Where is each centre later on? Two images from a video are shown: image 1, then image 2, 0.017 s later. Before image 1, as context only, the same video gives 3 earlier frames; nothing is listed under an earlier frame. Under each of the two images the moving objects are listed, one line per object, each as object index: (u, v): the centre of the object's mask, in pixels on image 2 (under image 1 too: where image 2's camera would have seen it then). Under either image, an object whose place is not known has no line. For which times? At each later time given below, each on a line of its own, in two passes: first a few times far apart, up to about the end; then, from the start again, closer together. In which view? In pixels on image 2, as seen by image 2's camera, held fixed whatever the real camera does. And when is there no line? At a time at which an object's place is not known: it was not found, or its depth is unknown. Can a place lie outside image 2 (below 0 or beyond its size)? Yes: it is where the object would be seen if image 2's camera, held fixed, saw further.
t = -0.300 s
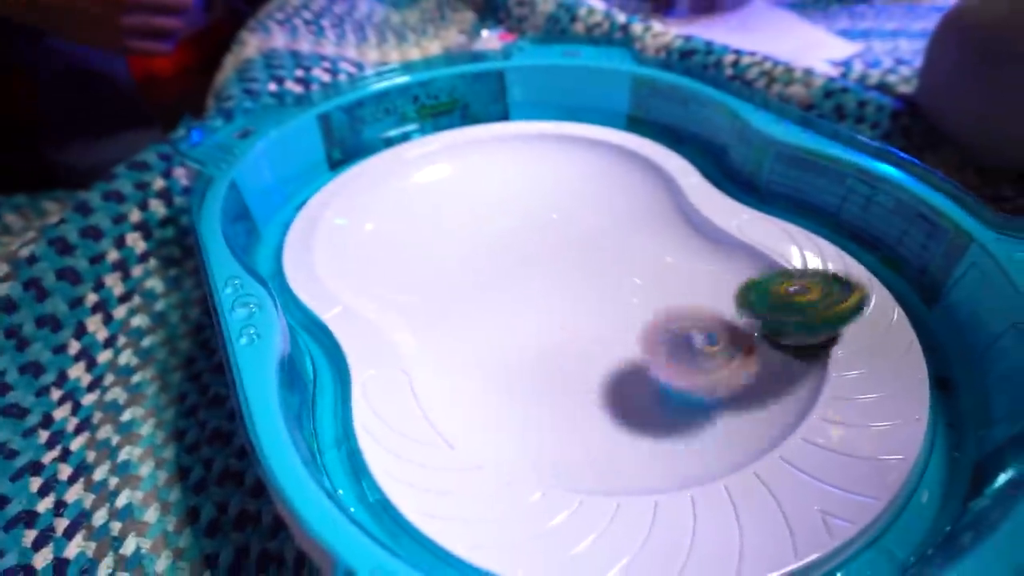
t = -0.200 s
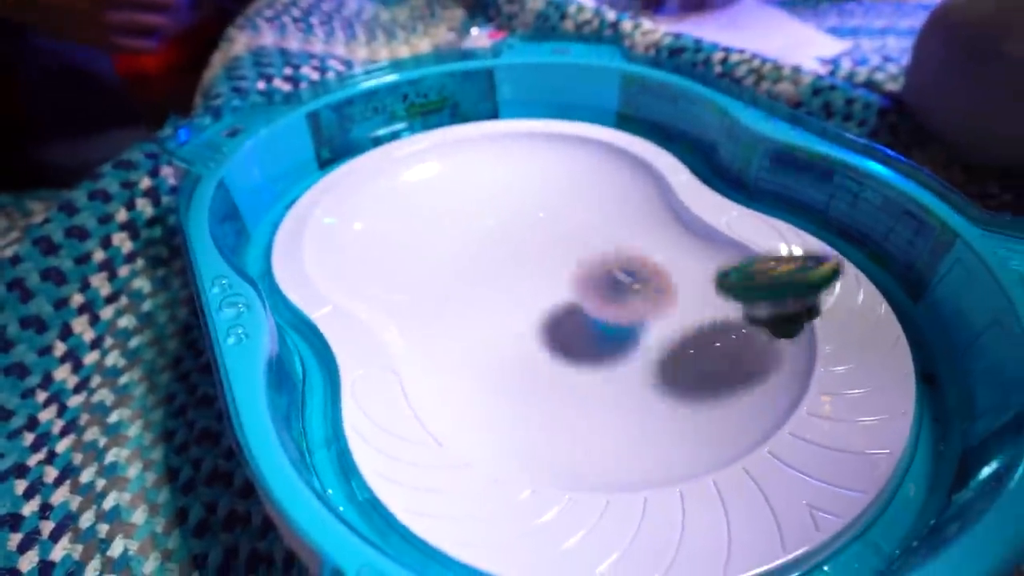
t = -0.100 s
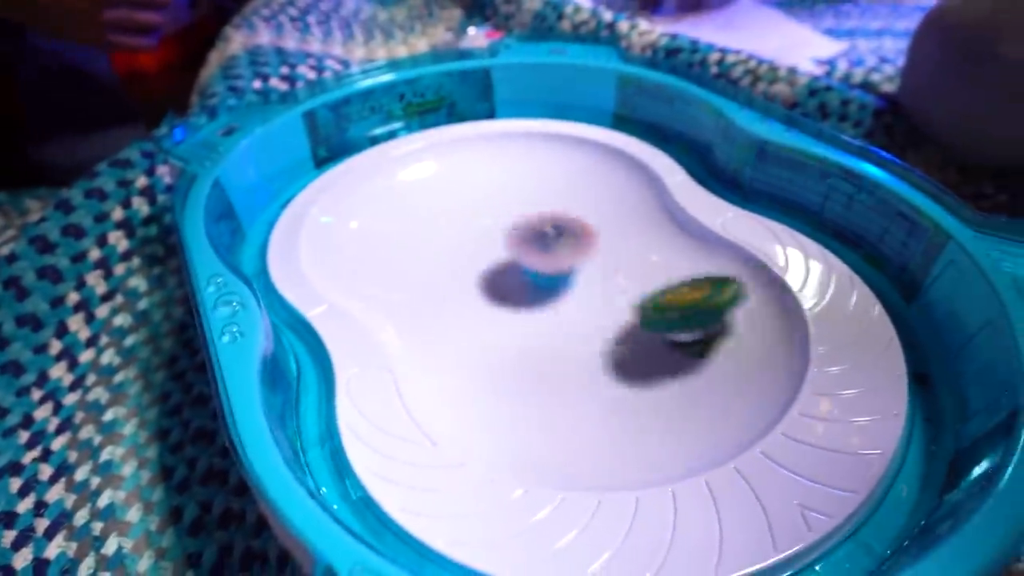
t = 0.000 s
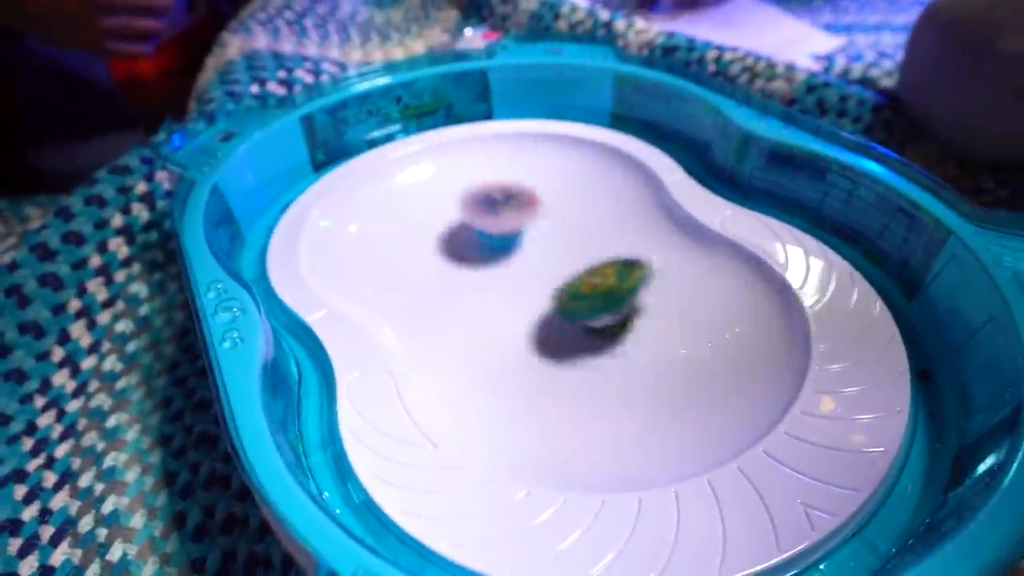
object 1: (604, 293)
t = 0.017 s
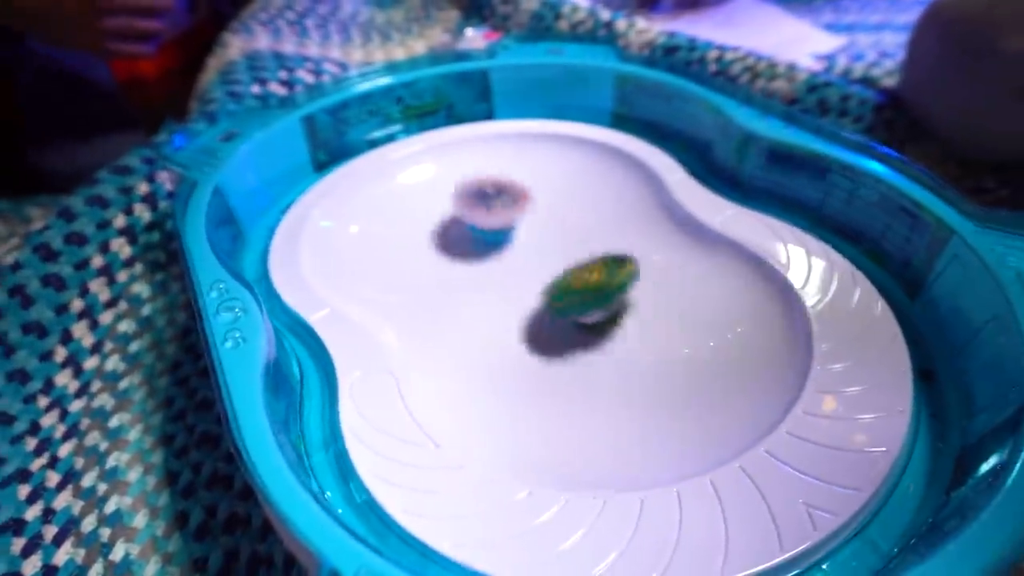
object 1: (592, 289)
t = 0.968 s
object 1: (323, 178)
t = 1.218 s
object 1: (314, 258)
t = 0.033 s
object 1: (579, 286)
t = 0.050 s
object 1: (570, 281)
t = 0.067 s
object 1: (560, 277)
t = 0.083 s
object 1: (553, 272)
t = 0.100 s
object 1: (546, 266)
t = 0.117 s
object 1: (539, 260)
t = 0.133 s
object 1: (533, 253)
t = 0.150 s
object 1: (528, 247)
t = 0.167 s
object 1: (525, 240)
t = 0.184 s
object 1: (521, 232)
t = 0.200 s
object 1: (518, 225)
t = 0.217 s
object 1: (516, 217)
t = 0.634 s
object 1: (542, 197)
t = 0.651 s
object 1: (534, 198)
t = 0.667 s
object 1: (526, 200)
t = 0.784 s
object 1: (460, 193)
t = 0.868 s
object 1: (428, 176)
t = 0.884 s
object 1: (423, 171)
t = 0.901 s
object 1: (402, 174)
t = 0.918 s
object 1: (376, 175)
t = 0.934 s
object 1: (356, 176)
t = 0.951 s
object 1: (337, 176)
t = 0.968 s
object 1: (323, 178)
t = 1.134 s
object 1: (296, 232)
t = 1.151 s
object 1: (299, 238)
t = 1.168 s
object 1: (305, 243)
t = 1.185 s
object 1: (308, 248)
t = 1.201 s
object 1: (312, 253)
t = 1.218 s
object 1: (314, 258)
